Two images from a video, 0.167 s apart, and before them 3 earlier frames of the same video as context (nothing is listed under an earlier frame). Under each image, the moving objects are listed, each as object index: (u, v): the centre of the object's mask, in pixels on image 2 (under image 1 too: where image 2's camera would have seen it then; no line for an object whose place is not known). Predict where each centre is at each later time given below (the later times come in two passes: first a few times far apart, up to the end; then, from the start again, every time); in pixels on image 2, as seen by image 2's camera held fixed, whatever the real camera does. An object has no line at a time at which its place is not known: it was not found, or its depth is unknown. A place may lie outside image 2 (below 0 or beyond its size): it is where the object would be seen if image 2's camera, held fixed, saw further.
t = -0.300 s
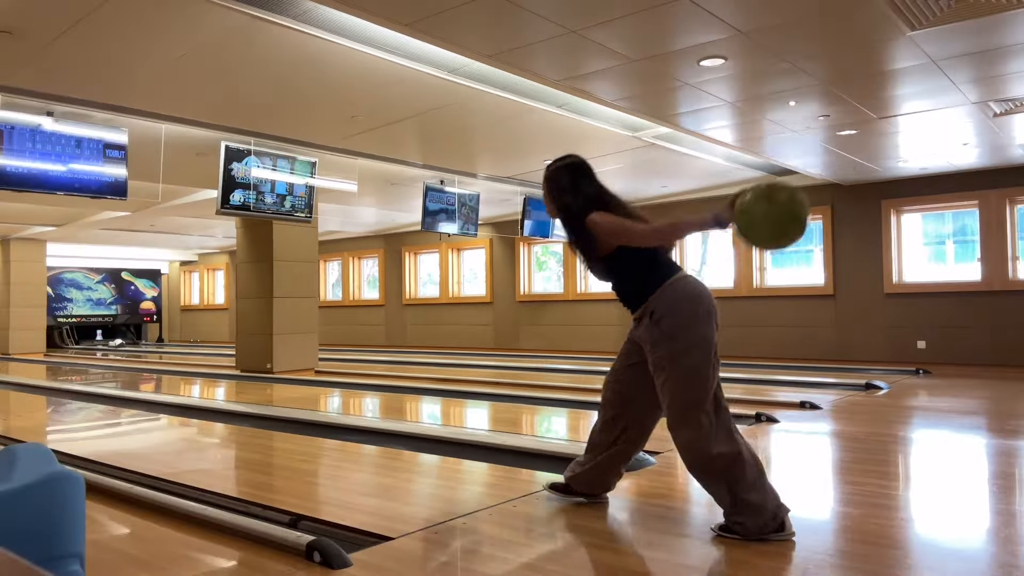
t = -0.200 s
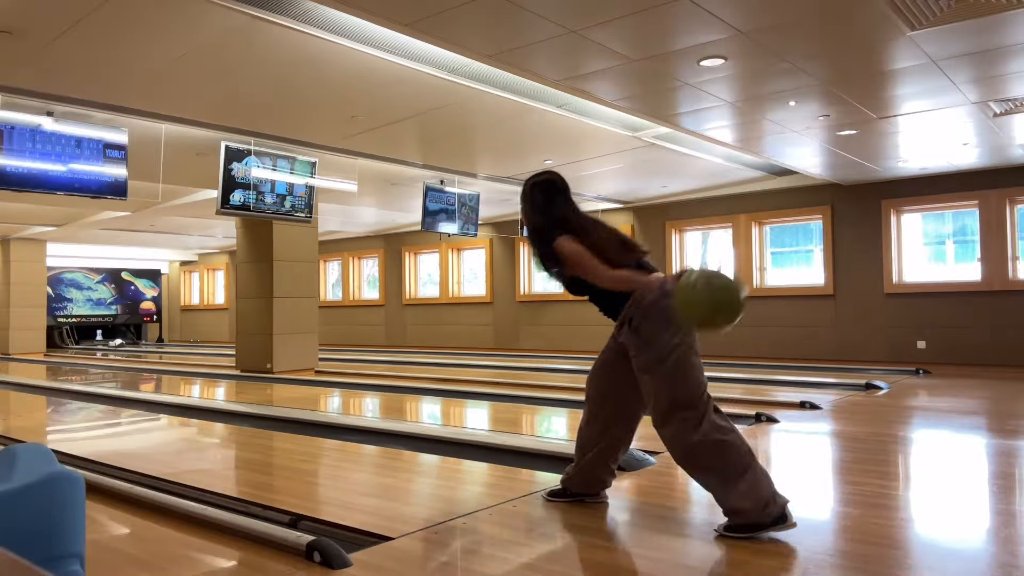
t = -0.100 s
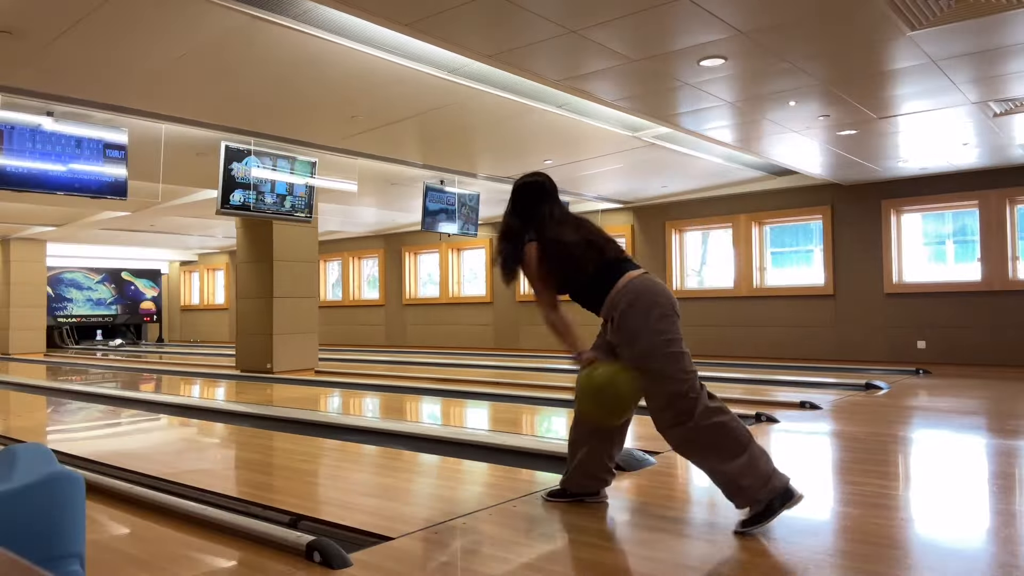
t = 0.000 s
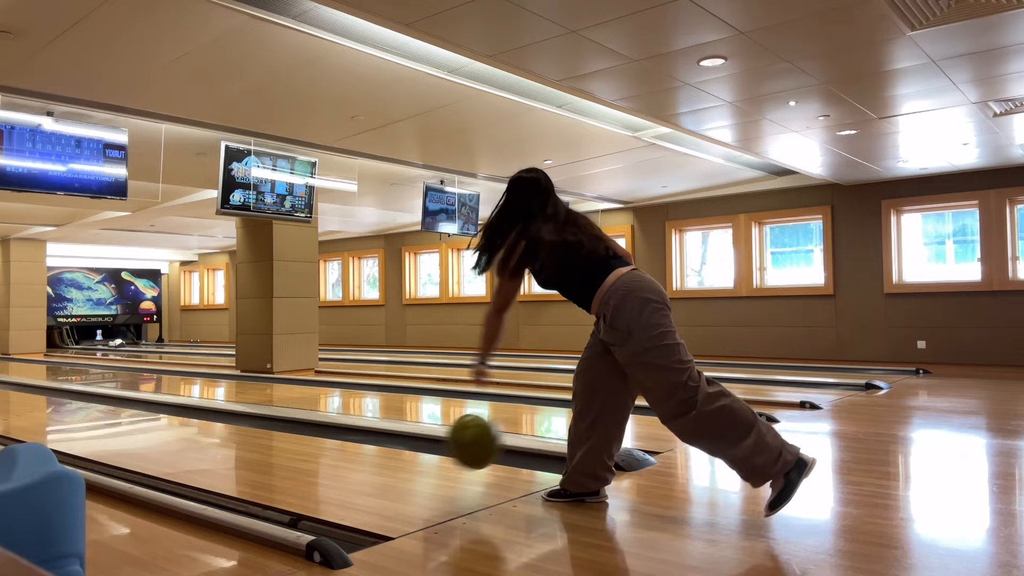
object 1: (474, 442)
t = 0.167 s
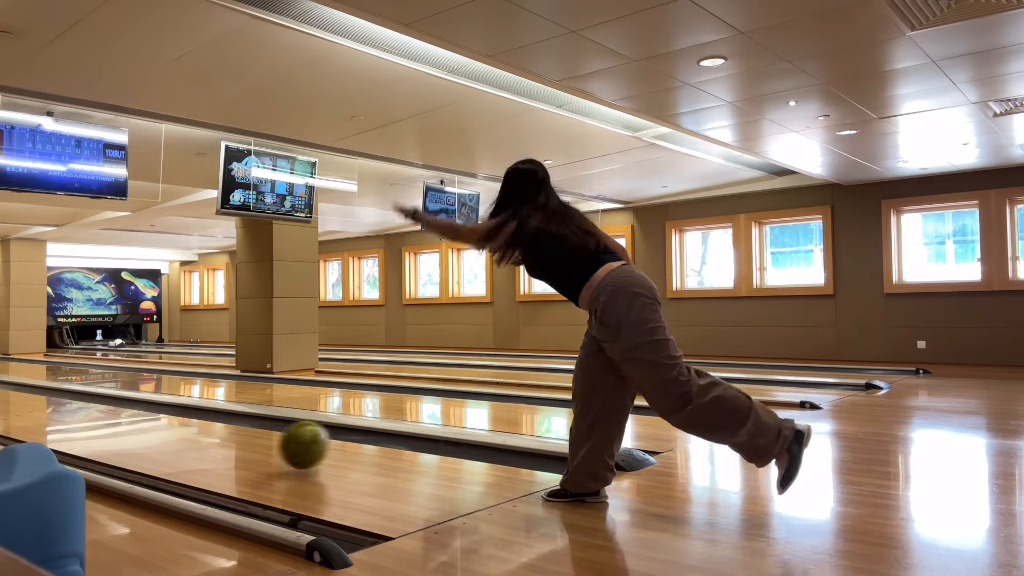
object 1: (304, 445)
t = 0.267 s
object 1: (228, 438)
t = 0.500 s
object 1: (98, 418)
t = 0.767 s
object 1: (7, 402)
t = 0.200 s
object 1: (277, 445)
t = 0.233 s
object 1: (251, 440)
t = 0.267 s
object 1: (228, 438)
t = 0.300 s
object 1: (206, 434)
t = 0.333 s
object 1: (185, 431)
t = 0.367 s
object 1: (165, 428)
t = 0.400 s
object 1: (146, 426)
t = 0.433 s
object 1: (129, 423)
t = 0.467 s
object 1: (113, 420)
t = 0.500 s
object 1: (98, 418)
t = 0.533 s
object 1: (83, 415)
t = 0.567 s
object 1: (69, 413)
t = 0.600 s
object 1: (56, 411)
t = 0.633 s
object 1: (44, 409)
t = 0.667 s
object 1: (32, 407)
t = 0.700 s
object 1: (20, 405)
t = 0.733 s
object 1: (12, 403)
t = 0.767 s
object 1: (7, 402)
